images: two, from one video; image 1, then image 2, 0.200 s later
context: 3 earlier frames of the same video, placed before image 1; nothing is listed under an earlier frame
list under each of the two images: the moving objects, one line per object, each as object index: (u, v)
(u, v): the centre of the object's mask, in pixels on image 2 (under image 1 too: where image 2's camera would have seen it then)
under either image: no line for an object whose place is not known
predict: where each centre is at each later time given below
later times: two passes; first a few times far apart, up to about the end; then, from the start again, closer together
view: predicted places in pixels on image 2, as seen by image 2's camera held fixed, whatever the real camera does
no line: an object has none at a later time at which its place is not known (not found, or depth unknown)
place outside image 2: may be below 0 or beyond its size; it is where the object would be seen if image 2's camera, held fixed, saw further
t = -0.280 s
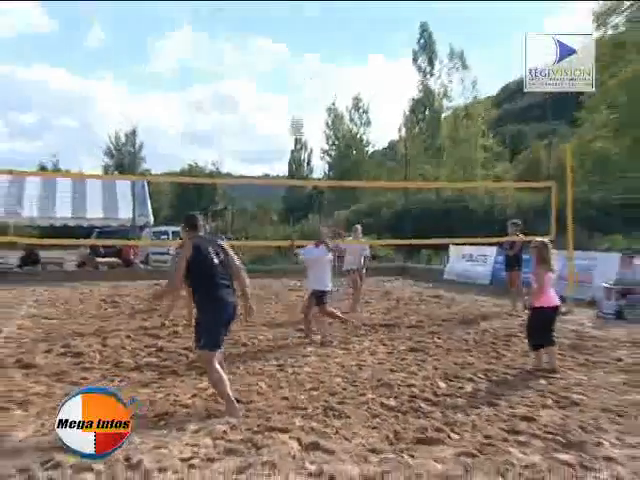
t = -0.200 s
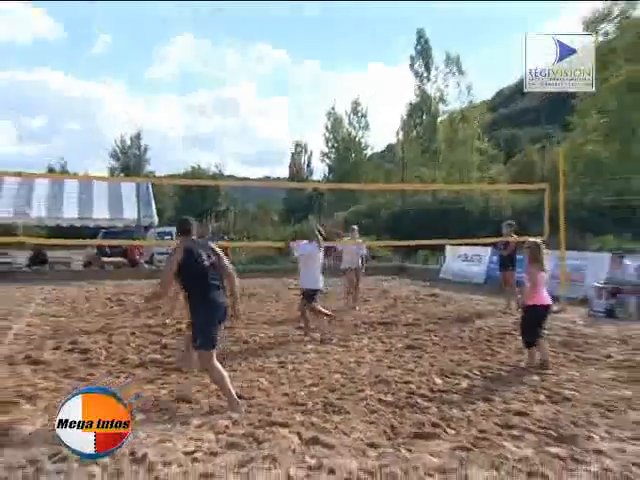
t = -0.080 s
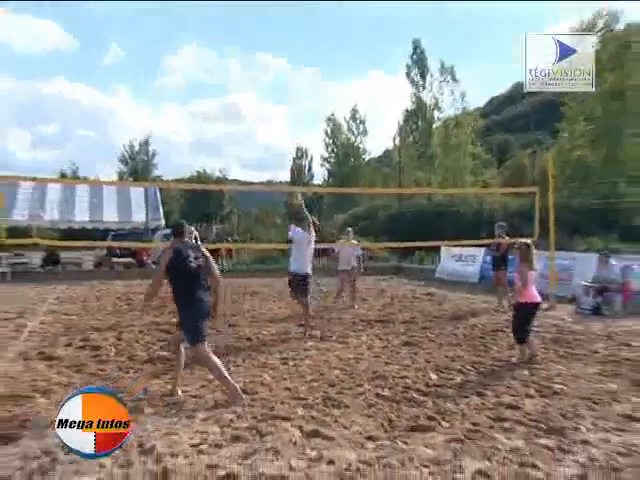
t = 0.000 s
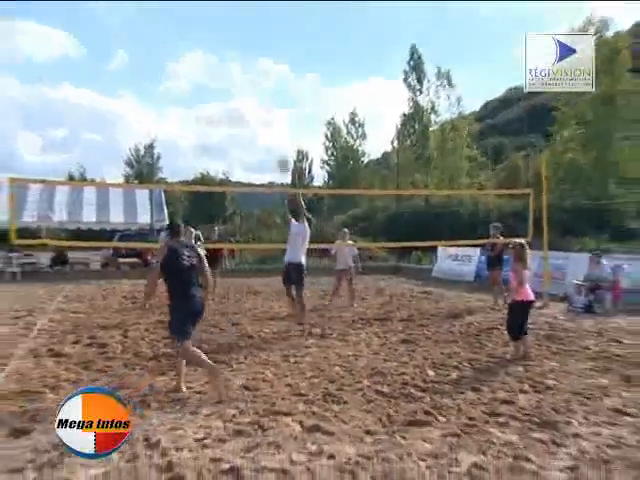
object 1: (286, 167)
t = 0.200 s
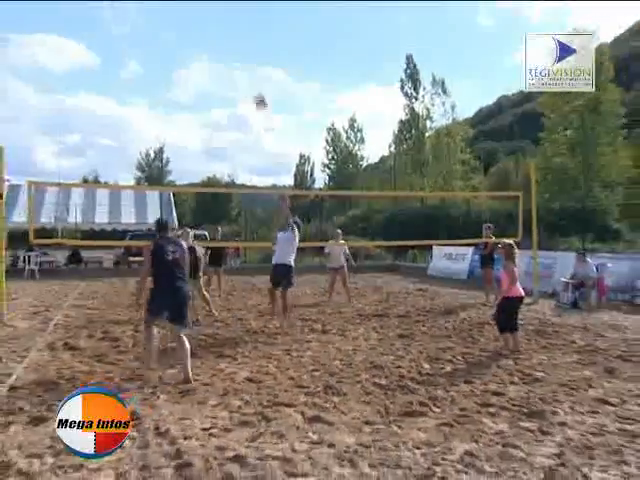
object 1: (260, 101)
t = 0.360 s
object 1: (238, 68)
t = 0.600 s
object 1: (206, 46)
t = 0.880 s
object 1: (166, 66)
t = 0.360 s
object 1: (238, 68)
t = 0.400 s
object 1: (232, 62)
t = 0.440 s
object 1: (227, 56)
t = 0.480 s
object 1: (222, 52)
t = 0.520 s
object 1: (217, 49)
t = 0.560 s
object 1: (211, 47)
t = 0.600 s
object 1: (206, 46)
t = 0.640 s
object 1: (200, 46)
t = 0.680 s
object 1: (195, 46)
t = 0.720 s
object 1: (189, 48)
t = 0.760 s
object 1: (183, 51)
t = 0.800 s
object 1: (178, 54)
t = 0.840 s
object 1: (172, 60)
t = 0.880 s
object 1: (166, 66)
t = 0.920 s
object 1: (160, 73)
